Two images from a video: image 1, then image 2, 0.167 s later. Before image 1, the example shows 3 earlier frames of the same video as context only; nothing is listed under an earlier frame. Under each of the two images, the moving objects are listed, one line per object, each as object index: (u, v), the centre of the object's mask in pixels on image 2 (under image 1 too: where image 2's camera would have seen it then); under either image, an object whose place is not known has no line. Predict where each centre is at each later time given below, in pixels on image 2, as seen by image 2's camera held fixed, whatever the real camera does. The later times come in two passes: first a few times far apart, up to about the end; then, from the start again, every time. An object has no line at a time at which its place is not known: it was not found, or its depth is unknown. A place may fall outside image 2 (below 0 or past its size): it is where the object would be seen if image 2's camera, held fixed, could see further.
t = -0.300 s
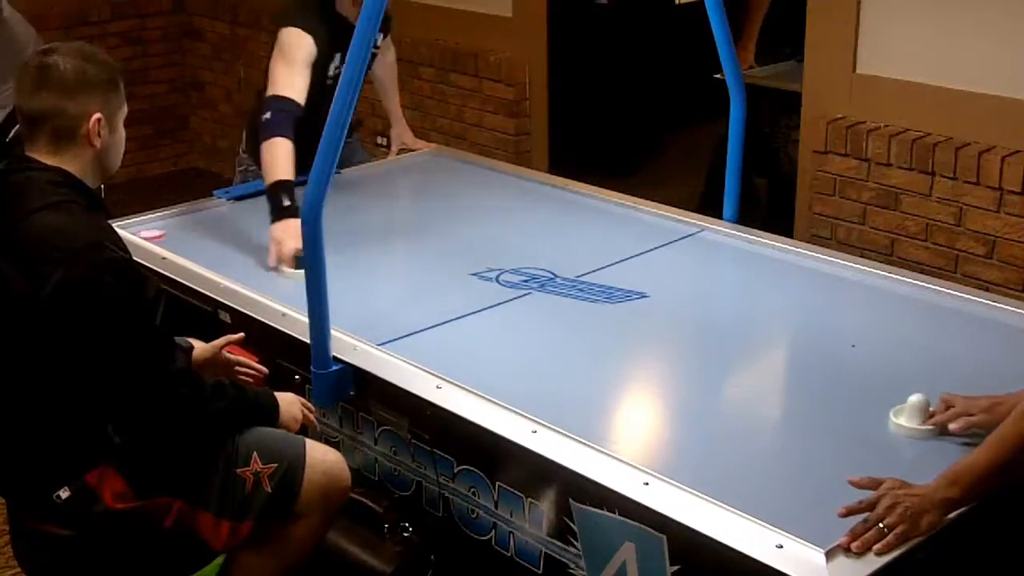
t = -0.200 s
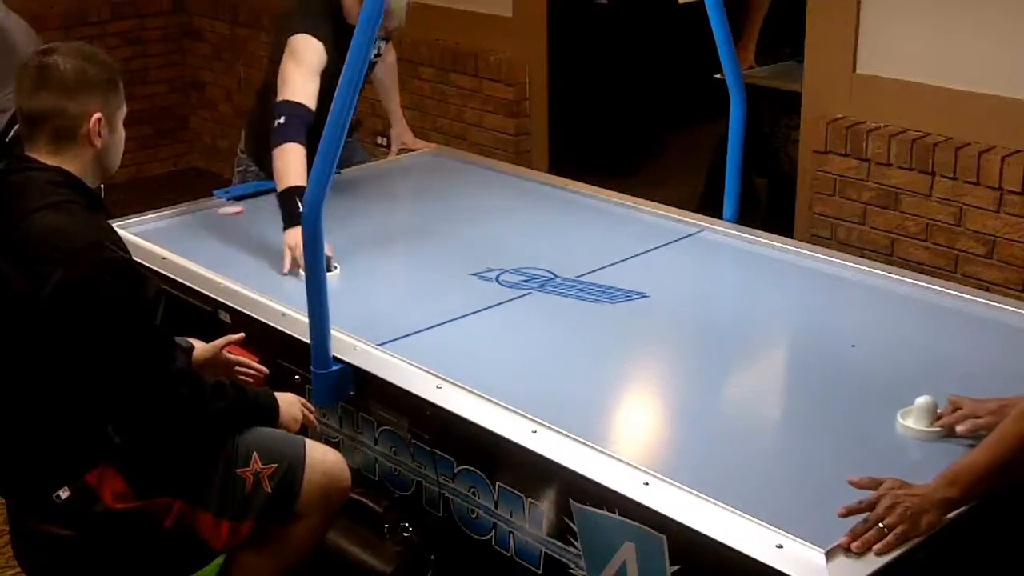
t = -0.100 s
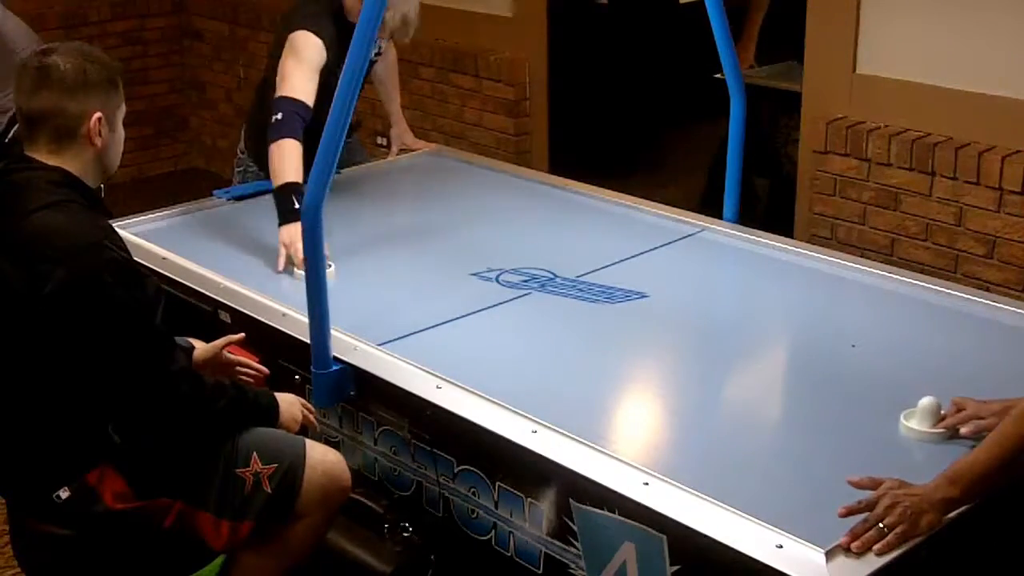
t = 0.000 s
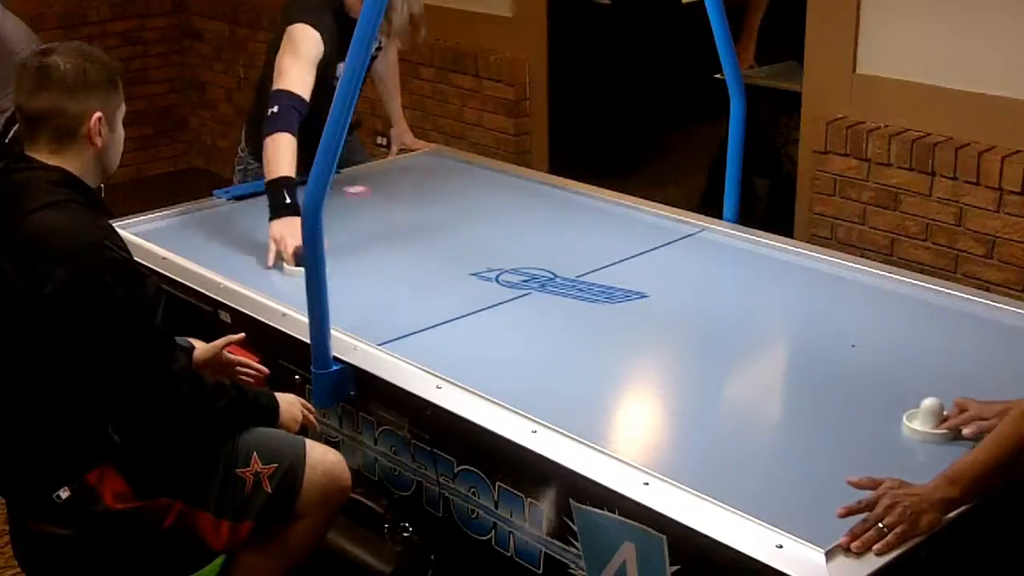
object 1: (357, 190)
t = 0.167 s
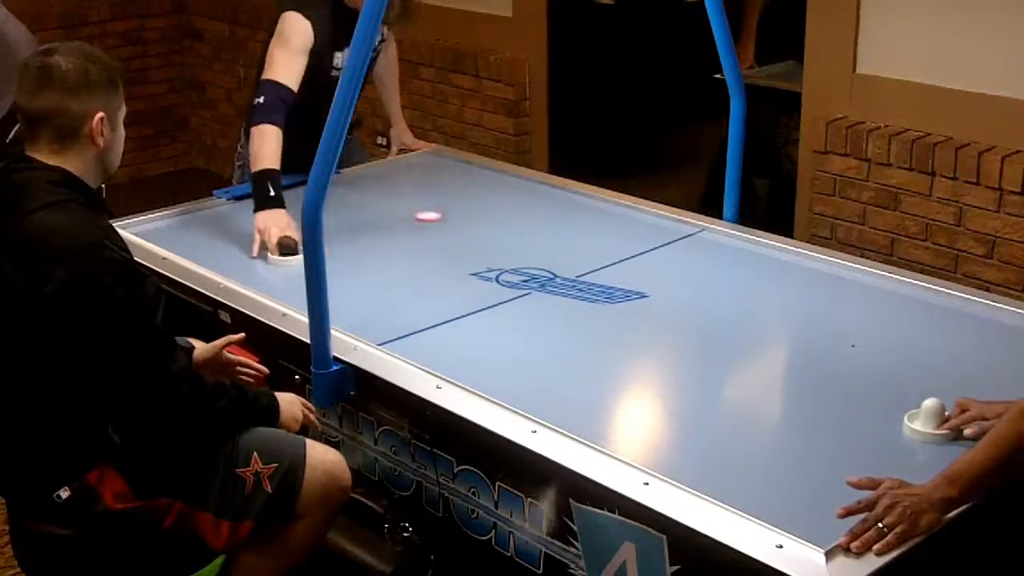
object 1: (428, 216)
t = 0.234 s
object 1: (460, 228)
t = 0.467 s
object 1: (585, 274)
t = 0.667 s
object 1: (716, 323)
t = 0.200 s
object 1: (444, 222)
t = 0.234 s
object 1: (460, 228)
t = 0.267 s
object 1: (476, 234)
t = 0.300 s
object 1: (494, 240)
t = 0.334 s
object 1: (511, 246)
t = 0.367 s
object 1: (528, 253)
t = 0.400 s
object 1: (548, 260)
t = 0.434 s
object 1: (566, 267)
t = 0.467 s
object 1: (585, 274)
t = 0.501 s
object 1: (605, 281)
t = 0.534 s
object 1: (626, 289)
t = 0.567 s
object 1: (648, 297)
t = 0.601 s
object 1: (670, 305)
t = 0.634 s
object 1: (693, 314)
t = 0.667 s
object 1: (716, 323)
